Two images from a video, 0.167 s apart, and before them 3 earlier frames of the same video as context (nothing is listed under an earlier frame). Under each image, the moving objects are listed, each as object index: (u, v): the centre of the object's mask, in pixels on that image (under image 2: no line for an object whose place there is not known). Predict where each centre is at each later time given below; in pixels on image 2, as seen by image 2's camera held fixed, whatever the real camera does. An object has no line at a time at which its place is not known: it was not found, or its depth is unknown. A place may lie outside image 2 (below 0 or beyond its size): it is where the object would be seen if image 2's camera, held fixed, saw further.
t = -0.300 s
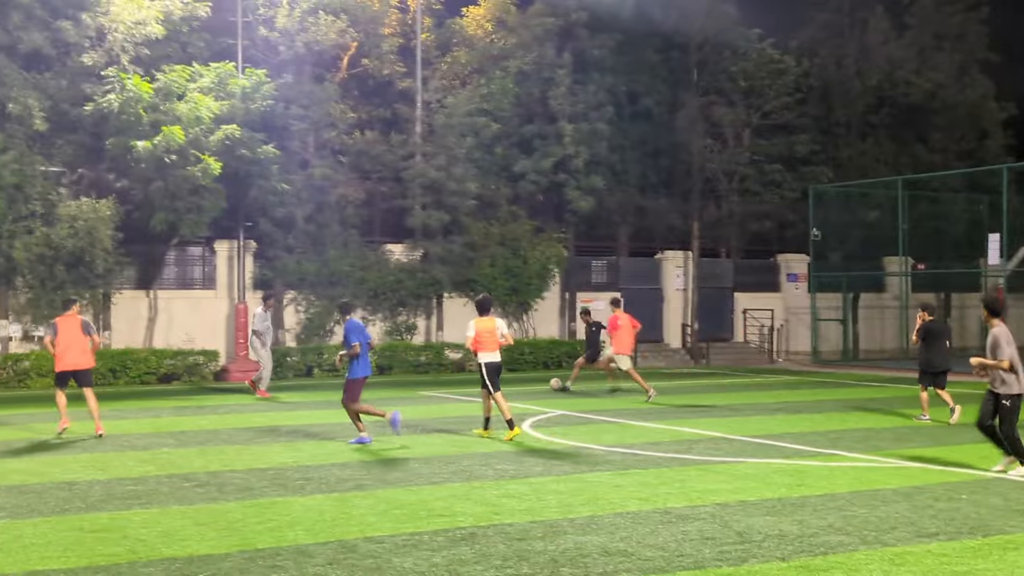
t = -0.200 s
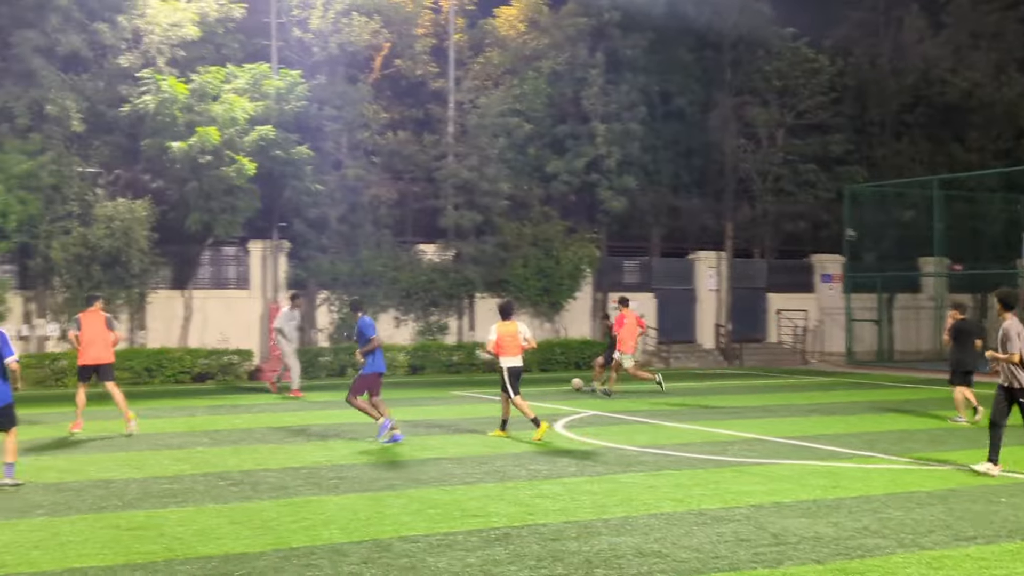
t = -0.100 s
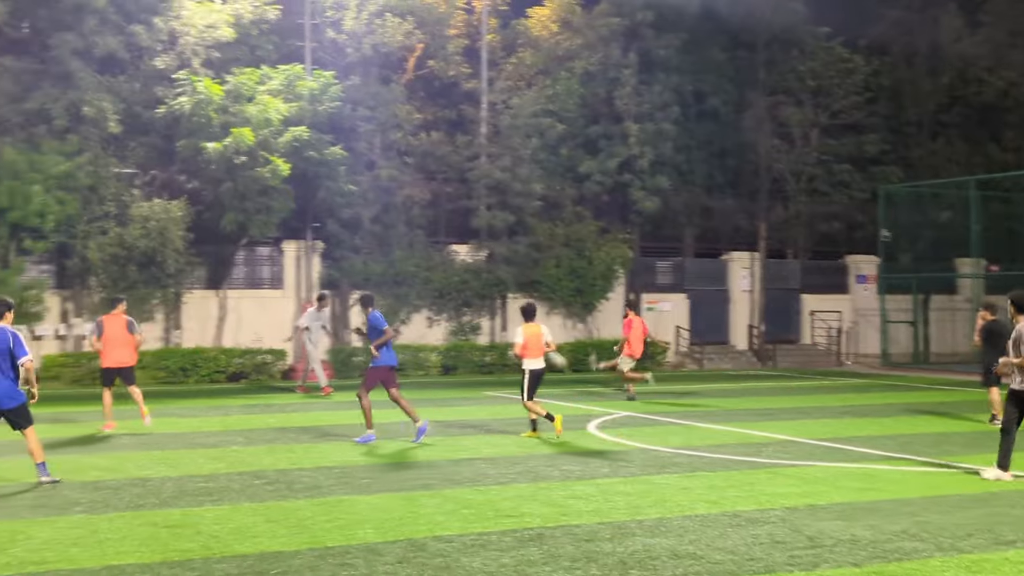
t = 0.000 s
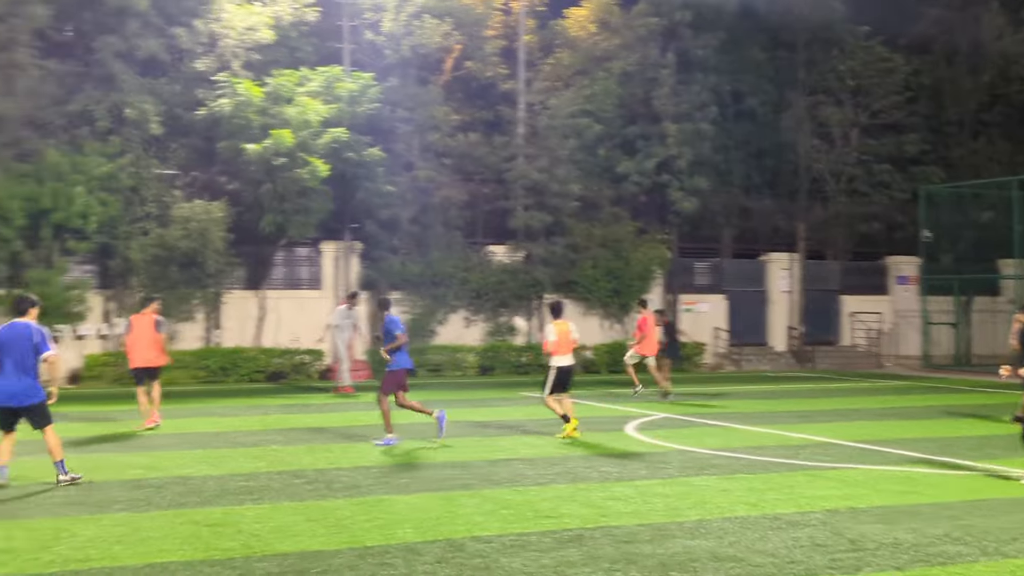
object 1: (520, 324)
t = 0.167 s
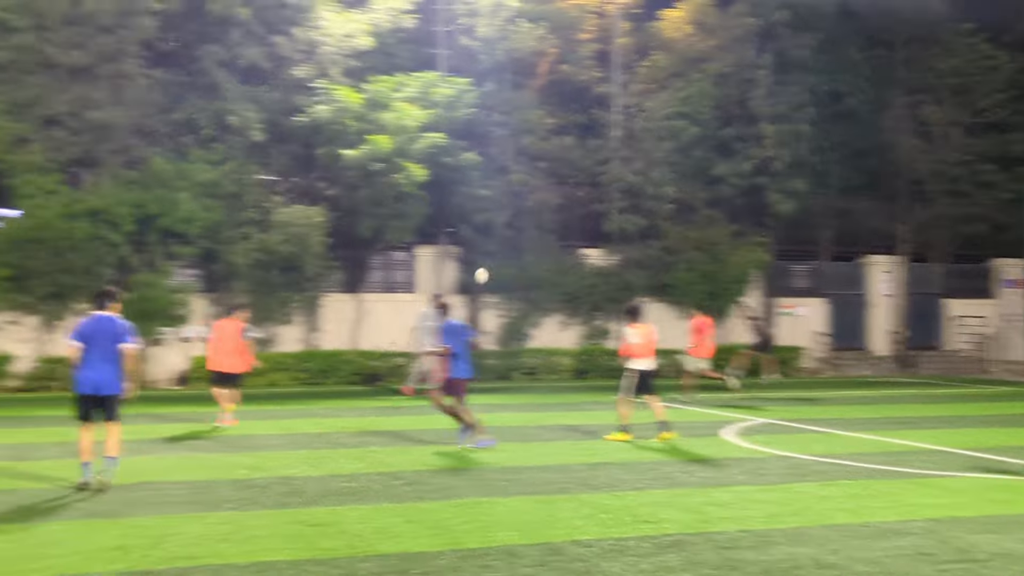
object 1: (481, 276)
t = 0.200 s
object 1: (454, 266)
